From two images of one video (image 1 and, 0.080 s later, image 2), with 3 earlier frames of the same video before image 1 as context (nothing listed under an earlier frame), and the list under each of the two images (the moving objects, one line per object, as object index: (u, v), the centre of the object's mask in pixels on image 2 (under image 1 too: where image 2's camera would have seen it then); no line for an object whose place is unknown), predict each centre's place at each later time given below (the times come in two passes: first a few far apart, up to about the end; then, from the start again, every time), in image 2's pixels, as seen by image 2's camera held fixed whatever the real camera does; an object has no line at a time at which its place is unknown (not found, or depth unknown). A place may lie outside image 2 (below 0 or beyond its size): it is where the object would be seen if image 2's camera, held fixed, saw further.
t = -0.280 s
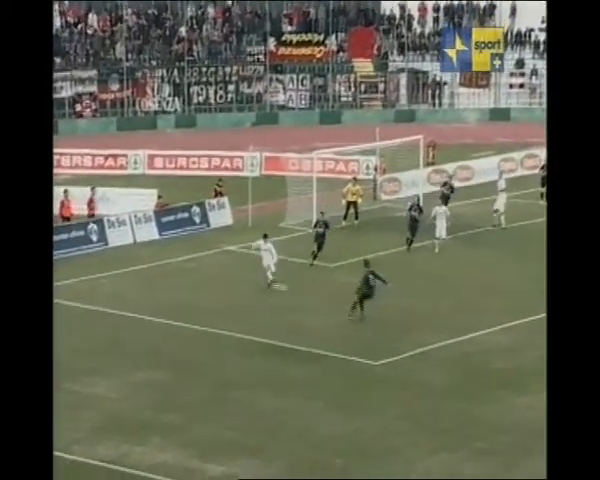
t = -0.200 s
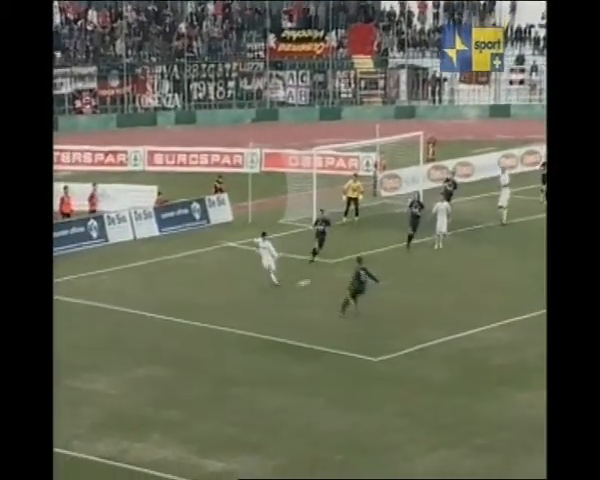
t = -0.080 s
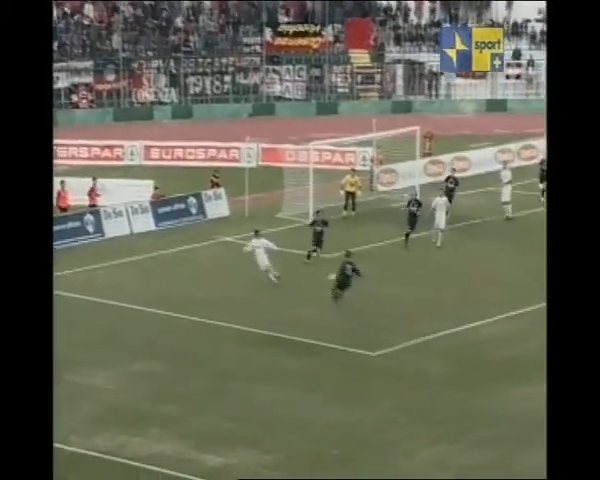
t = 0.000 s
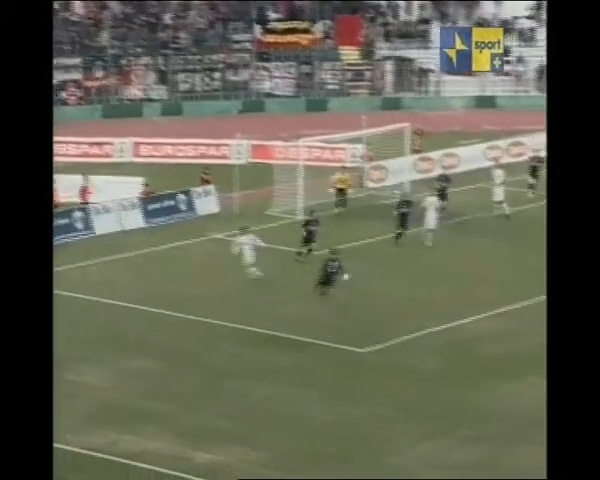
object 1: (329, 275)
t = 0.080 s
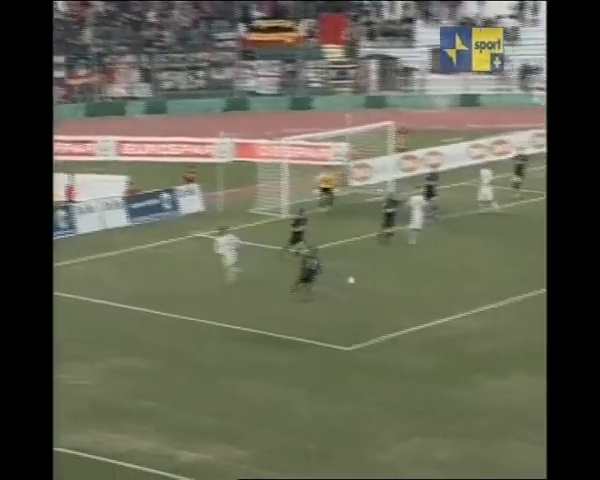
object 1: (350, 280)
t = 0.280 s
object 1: (398, 282)
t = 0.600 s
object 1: (469, 290)
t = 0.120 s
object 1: (361, 283)
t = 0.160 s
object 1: (370, 282)
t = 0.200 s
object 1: (379, 281)
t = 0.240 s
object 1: (388, 281)
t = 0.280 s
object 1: (398, 282)
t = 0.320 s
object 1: (407, 284)
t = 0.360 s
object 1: (416, 286)
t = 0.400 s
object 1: (424, 287)
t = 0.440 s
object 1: (433, 287)
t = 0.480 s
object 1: (442, 287)
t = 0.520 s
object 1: (451, 287)
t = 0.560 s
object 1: (460, 289)
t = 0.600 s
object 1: (469, 290)
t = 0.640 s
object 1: (477, 292)
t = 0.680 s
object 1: (486, 293)
